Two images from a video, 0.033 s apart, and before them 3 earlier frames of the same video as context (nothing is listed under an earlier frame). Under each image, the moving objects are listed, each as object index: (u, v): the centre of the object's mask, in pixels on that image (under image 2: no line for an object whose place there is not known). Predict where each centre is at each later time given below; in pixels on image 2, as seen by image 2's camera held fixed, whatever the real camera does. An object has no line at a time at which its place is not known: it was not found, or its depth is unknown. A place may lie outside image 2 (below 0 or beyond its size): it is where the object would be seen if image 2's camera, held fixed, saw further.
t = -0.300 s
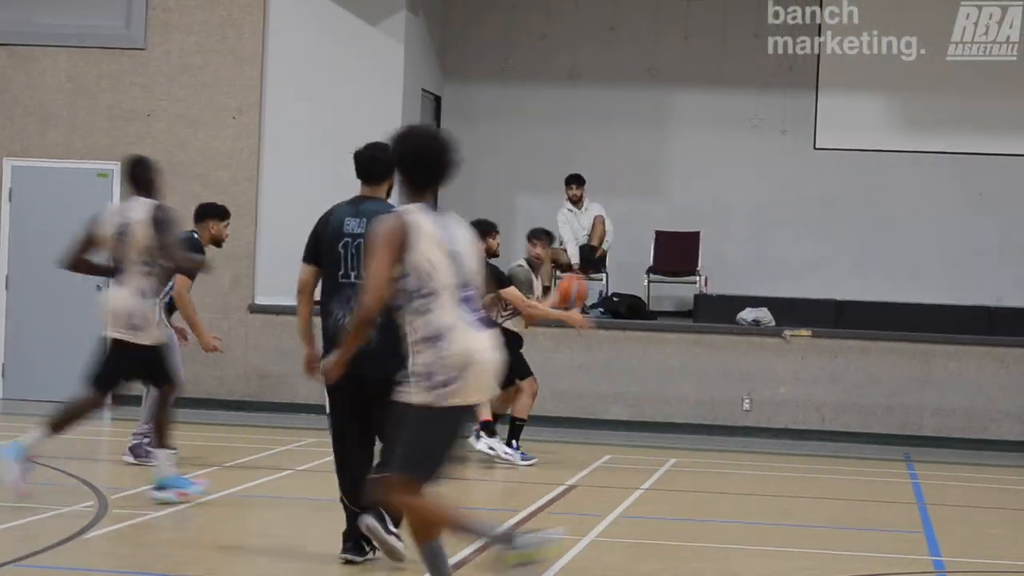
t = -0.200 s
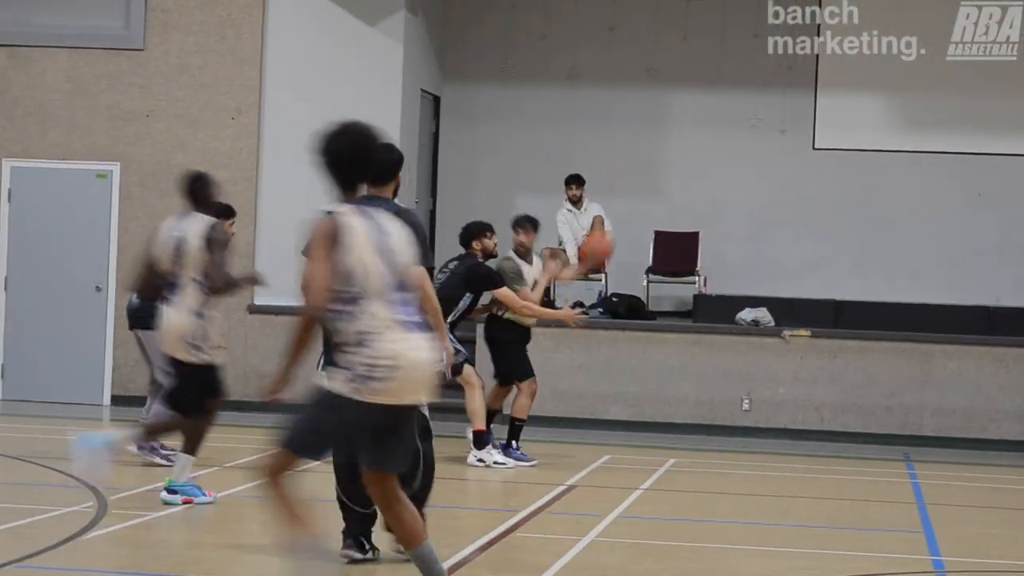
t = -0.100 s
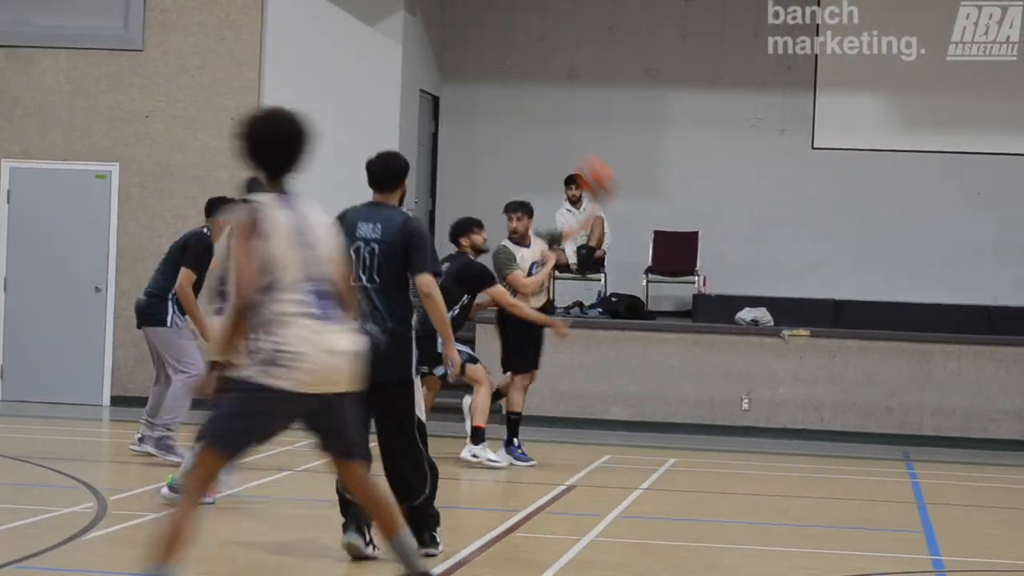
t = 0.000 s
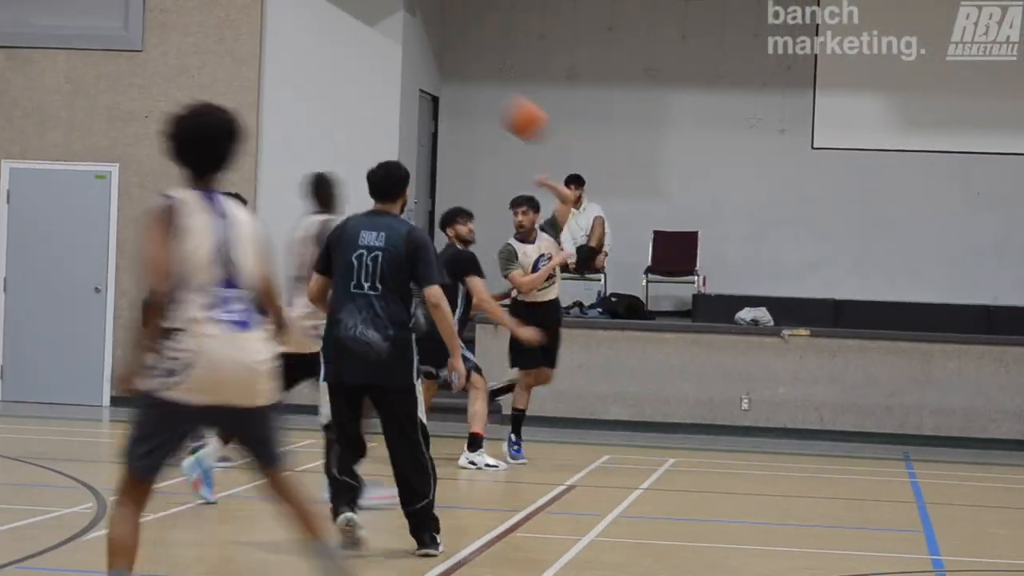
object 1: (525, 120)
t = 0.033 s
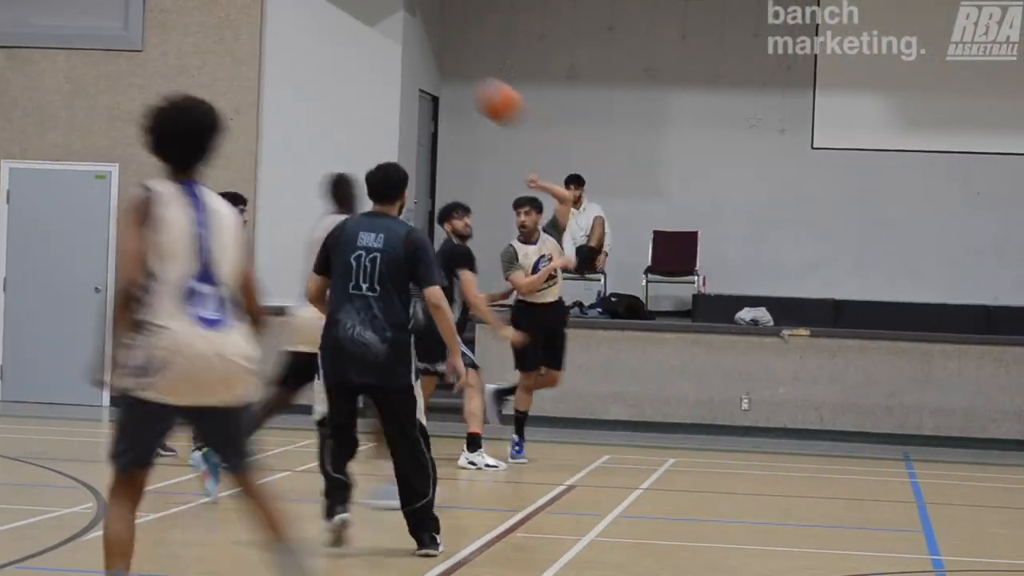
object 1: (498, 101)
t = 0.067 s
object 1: (473, 86)
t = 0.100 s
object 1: (446, 70)
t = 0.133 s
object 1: (420, 57)
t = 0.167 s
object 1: (389, 44)
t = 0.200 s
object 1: (356, 33)
